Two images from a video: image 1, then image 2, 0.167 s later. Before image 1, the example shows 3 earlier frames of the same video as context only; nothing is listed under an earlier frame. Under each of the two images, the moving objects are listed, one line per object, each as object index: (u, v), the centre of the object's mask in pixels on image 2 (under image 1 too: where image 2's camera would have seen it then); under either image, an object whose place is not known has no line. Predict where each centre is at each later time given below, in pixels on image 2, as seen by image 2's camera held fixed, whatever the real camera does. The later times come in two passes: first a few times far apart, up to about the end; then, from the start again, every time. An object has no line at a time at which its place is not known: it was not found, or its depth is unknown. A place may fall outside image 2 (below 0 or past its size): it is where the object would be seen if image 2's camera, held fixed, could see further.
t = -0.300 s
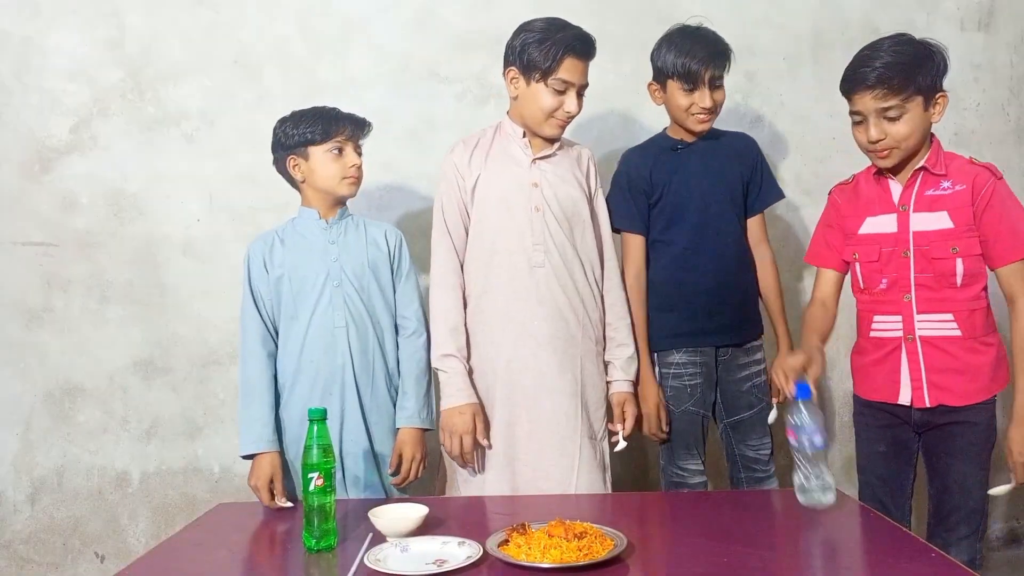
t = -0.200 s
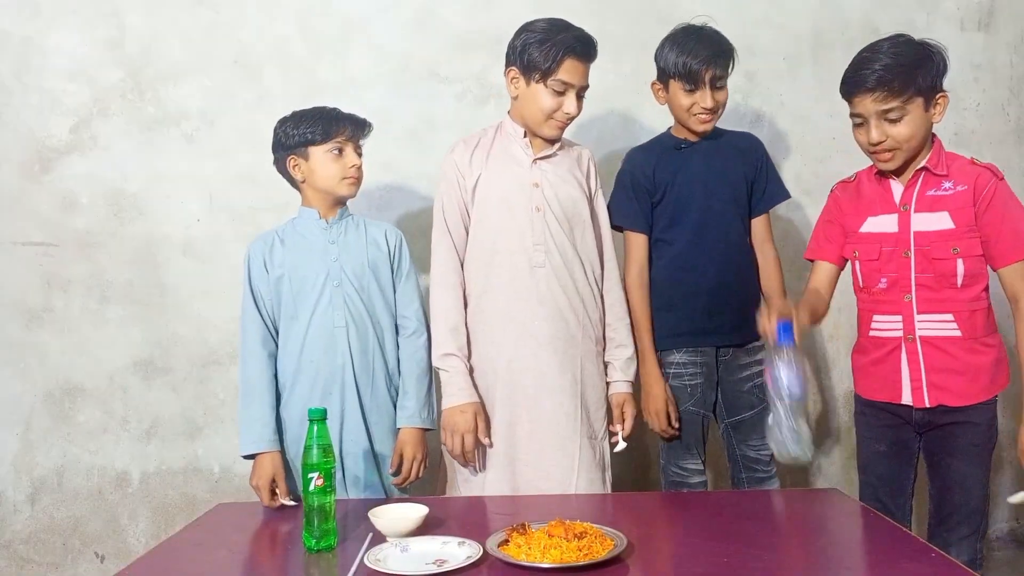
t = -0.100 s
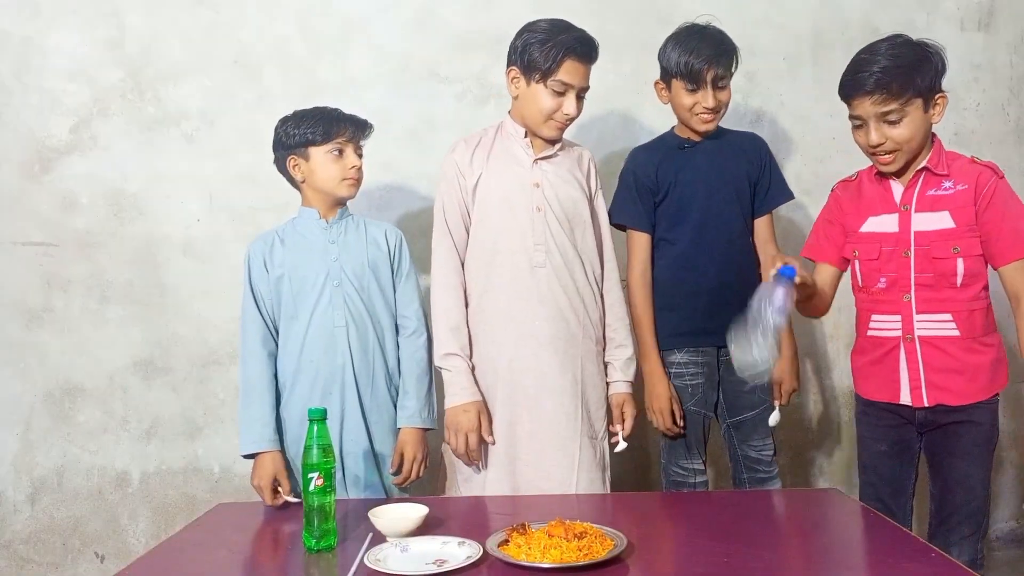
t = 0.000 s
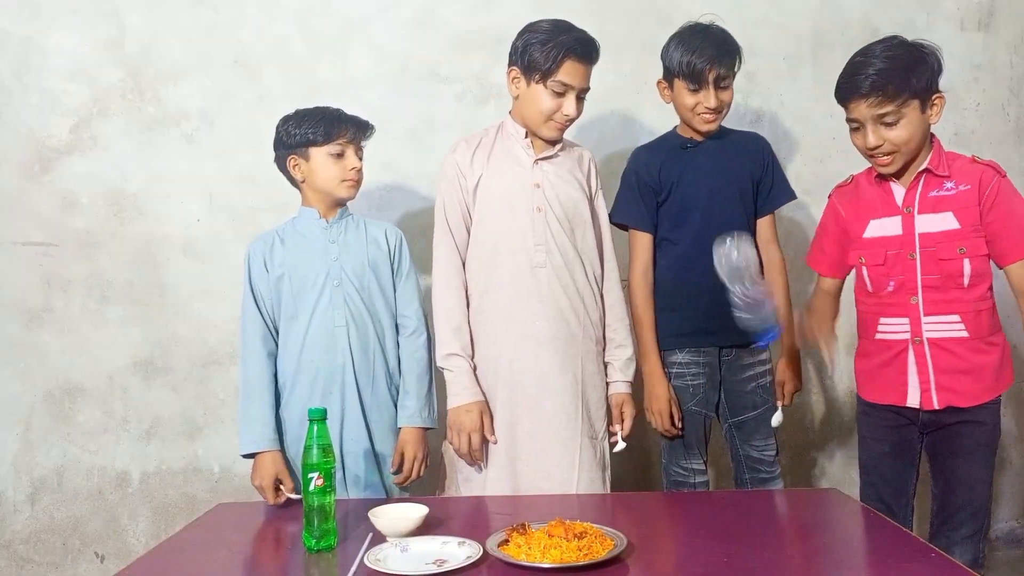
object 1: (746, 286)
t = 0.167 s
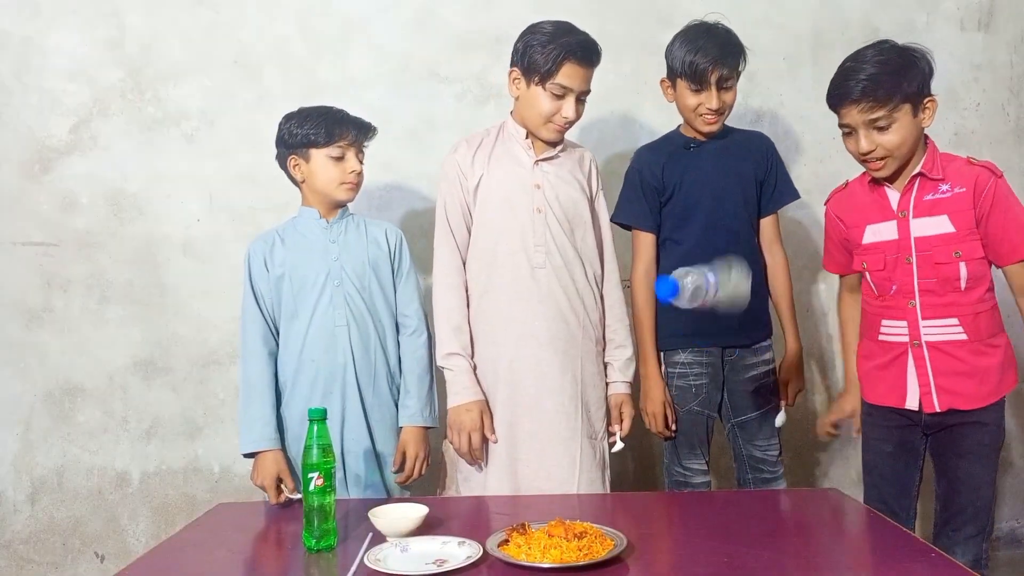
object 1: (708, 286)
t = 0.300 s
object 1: (702, 410)
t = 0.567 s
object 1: (704, 509)
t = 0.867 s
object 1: (702, 548)
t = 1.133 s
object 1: (704, 548)
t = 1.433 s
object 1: (703, 548)
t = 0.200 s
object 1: (707, 306)
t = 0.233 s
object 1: (704, 332)
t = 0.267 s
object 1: (703, 367)
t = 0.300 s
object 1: (702, 410)
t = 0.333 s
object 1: (703, 463)
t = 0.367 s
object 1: (701, 495)
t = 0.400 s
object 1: (702, 494)
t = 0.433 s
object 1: (703, 495)
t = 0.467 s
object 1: (704, 497)
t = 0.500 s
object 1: (705, 500)
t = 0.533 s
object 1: (705, 504)
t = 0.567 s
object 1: (704, 509)
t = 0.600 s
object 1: (704, 520)
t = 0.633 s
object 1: (703, 542)
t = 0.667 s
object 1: (705, 548)
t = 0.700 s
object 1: (703, 547)
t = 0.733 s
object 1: (702, 548)
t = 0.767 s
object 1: (703, 548)
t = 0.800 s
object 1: (704, 548)
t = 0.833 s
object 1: (703, 548)
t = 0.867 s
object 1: (702, 548)
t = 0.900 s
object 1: (701, 548)
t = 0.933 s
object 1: (701, 547)
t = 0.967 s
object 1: (702, 548)
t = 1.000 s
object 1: (704, 548)
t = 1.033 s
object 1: (705, 548)
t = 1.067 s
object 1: (704, 548)
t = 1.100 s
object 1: (703, 548)
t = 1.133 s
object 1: (704, 548)
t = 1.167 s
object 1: (705, 547)
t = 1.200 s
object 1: (704, 548)
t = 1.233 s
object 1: (703, 548)
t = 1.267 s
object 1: (703, 548)
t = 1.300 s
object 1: (704, 548)
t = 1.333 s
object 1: (703, 548)
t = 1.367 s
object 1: (702, 548)
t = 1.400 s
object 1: (702, 547)
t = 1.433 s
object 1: (703, 548)
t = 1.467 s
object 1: (704, 548)
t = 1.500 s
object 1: (704, 548)
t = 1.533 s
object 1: (703, 548)
